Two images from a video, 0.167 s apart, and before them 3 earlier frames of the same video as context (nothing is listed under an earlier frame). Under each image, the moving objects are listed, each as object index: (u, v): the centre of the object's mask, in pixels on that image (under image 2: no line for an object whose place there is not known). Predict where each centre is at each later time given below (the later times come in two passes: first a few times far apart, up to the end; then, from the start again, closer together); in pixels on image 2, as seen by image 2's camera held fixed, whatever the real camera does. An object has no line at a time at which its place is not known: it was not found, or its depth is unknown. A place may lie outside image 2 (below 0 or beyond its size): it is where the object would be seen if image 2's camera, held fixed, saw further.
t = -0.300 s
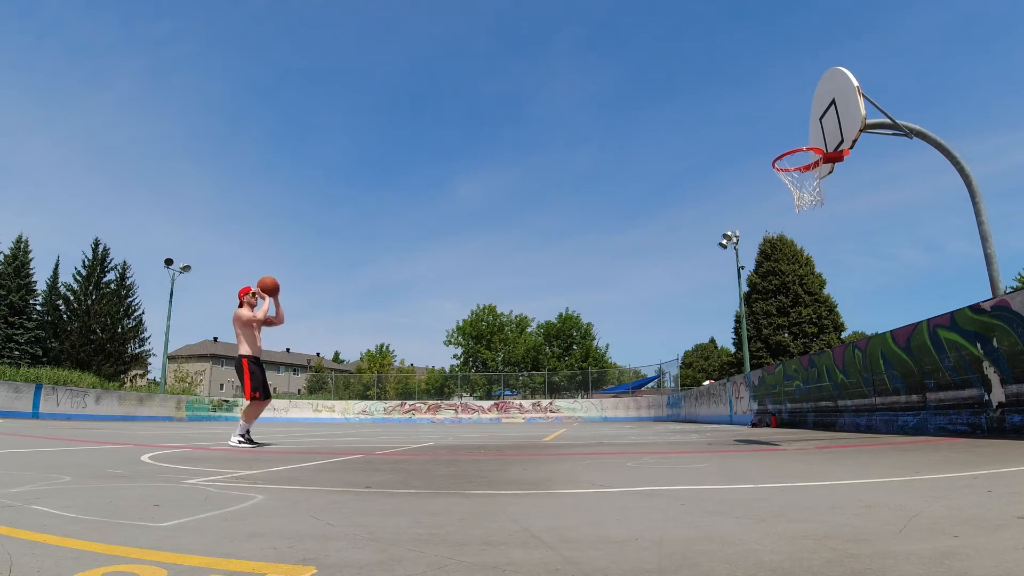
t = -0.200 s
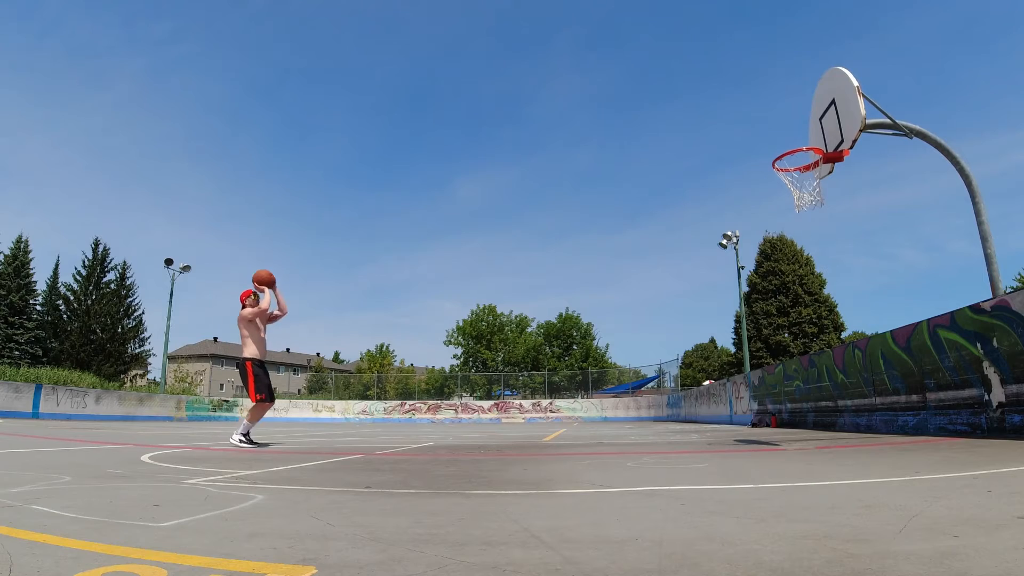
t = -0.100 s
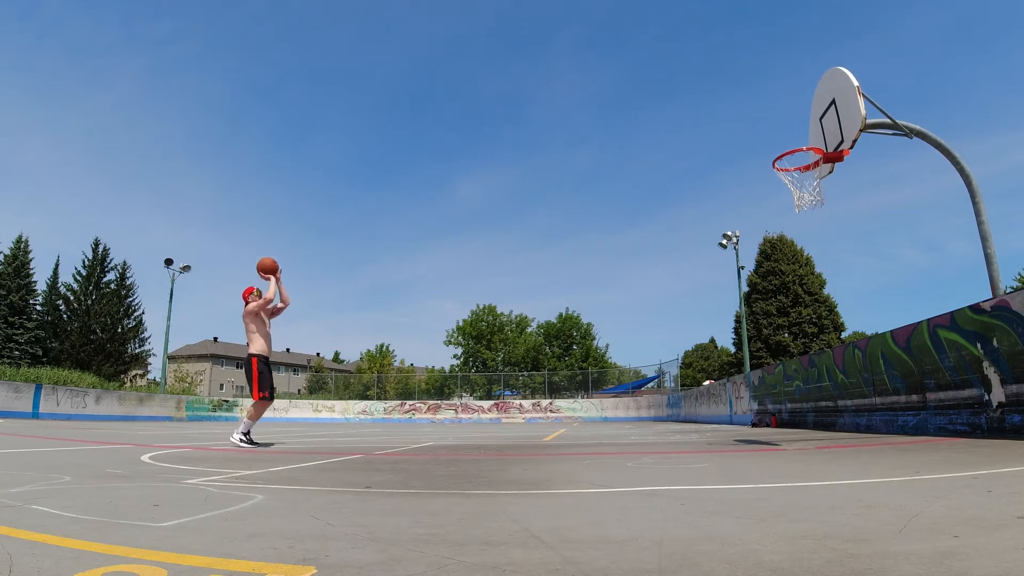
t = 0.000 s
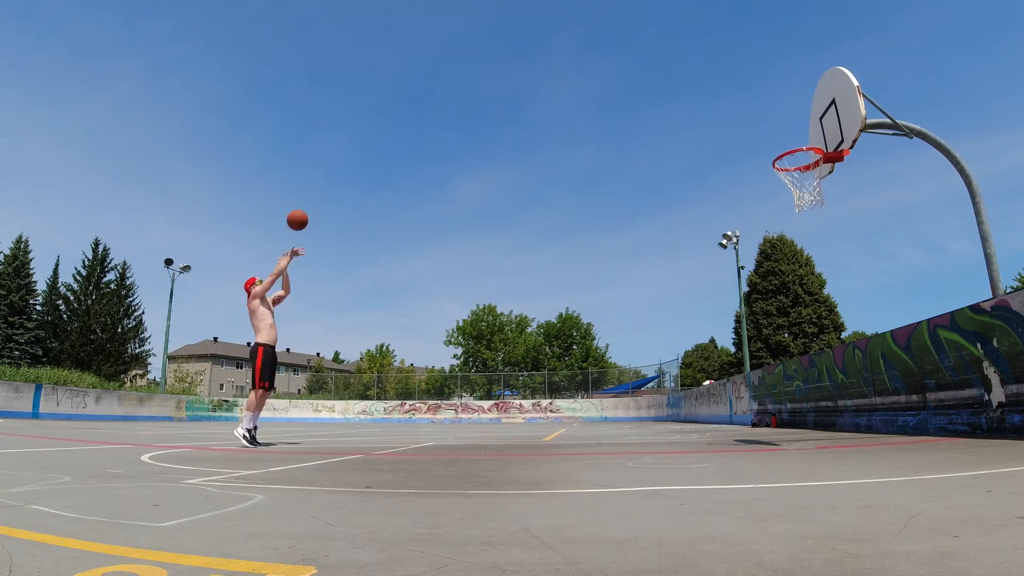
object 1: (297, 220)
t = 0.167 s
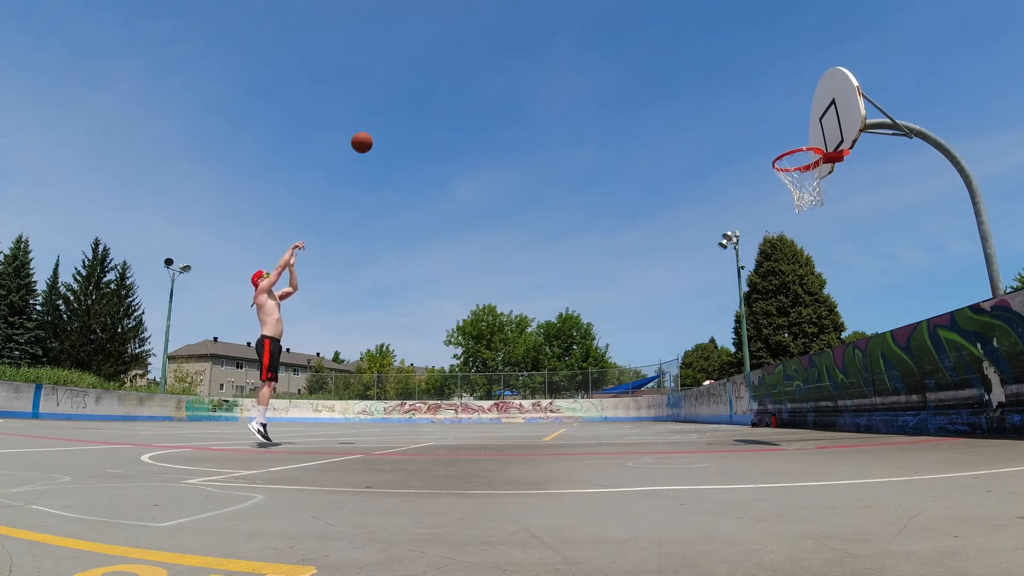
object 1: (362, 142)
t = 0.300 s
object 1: (413, 96)
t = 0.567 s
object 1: (518, 46)
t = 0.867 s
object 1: (648, 57)
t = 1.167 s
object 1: (801, 154)
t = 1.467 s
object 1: (813, 224)
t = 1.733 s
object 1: (810, 335)
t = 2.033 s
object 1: (790, 367)
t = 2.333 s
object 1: (753, 291)
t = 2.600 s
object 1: (730, 294)
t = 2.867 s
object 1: (715, 361)
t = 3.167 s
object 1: (698, 386)
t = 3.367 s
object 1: (686, 346)
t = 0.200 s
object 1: (375, 129)
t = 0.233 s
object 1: (388, 118)
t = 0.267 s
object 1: (400, 106)
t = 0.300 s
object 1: (413, 96)
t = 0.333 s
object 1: (426, 87)
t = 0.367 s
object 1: (439, 79)
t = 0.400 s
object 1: (452, 71)
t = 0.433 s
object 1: (465, 64)
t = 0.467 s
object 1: (478, 58)
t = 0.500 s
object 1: (492, 53)
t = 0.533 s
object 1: (505, 49)
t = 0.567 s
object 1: (518, 46)
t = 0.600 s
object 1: (532, 43)
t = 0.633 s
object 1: (545, 42)
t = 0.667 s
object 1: (559, 41)
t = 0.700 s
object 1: (574, 41)
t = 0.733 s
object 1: (588, 42)
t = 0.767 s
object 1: (602, 45)
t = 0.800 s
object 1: (617, 47)
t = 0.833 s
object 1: (632, 52)
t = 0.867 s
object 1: (648, 57)
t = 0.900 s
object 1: (664, 63)
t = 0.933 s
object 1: (680, 70)
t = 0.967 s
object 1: (696, 78)
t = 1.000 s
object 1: (713, 88)
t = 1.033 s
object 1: (730, 99)
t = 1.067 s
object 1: (748, 111)
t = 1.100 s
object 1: (766, 124)
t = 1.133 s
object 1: (785, 139)
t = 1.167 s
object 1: (801, 154)
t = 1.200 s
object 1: (813, 165)
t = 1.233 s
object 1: (820, 175)
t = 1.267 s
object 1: (821, 184)
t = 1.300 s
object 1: (819, 190)
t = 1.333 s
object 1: (818, 193)
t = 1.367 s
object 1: (816, 199)
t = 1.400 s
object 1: (815, 207)
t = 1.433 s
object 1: (814, 215)
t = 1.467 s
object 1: (813, 224)
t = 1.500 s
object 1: (812, 234)
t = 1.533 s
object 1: (811, 246)
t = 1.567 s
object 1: (811, 258)
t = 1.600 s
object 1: (810, 271)
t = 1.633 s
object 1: (810, 286)
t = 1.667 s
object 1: (811, 301)
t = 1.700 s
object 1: (810, 318)
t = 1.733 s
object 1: (810, 335)
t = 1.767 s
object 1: (810, 354)
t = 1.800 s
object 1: (811, 374)
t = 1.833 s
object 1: (811, 394)
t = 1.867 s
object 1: (811, 415)
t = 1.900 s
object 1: (809, 431)
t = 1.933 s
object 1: (805, 413)
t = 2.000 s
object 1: (795, 381)
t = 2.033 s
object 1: (790, 367)
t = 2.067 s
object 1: (785, 354)
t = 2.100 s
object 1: (780, 343)
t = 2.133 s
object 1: (776, 331)
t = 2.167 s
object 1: (771, 322)
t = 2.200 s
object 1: (767, 313)
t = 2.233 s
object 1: (764, 306)
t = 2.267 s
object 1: (760, 300)
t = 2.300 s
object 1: (757, 295)
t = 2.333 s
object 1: (753, 291)
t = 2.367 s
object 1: (750, 288)
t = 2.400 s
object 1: (747, 286)
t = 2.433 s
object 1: (744, 285)
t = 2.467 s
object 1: (741, 285)
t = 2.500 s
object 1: (738, 286)
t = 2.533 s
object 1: (735, 287)
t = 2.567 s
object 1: (732, 290)
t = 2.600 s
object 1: (730, 294)
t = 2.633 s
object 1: (728, 299)
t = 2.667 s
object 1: (726, 305)
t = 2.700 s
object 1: (723, 312)
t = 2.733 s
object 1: (722, 319)
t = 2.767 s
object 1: (720, 328)
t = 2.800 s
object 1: (718, 338)
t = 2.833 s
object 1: (717, 349)
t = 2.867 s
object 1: (715, 361)
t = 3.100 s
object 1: (702, 408)
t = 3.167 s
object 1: (698, 386)
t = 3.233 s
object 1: (693, 367)
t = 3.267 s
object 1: (691, 360)
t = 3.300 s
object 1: (690, 357)
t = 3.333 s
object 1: (688, 351)
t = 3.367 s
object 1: (686, 346)
